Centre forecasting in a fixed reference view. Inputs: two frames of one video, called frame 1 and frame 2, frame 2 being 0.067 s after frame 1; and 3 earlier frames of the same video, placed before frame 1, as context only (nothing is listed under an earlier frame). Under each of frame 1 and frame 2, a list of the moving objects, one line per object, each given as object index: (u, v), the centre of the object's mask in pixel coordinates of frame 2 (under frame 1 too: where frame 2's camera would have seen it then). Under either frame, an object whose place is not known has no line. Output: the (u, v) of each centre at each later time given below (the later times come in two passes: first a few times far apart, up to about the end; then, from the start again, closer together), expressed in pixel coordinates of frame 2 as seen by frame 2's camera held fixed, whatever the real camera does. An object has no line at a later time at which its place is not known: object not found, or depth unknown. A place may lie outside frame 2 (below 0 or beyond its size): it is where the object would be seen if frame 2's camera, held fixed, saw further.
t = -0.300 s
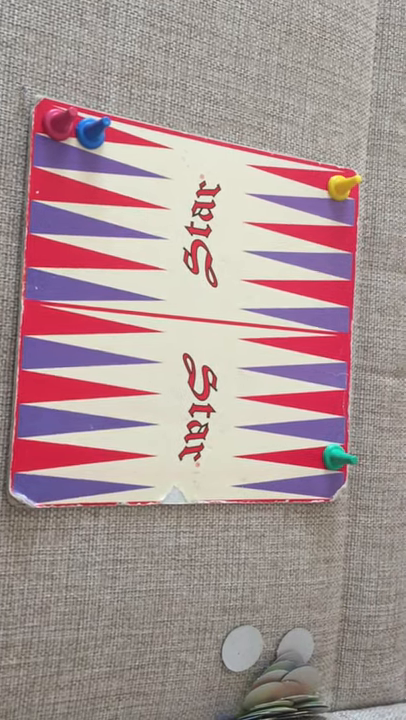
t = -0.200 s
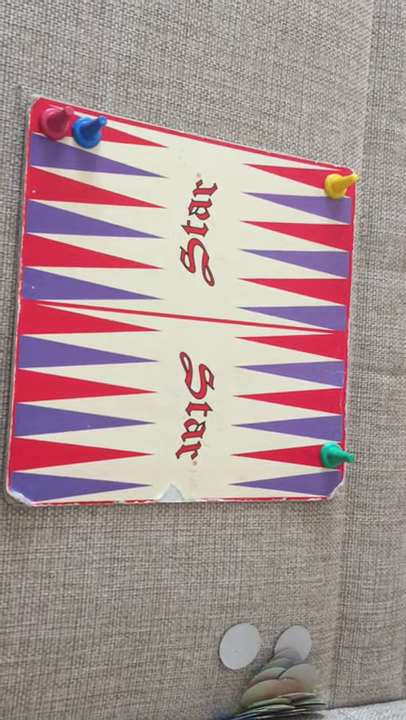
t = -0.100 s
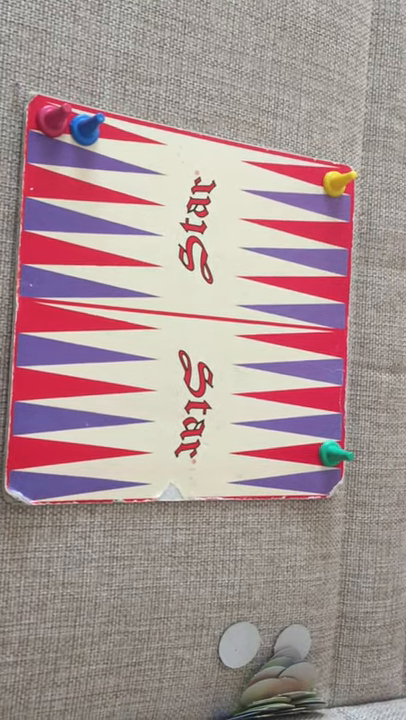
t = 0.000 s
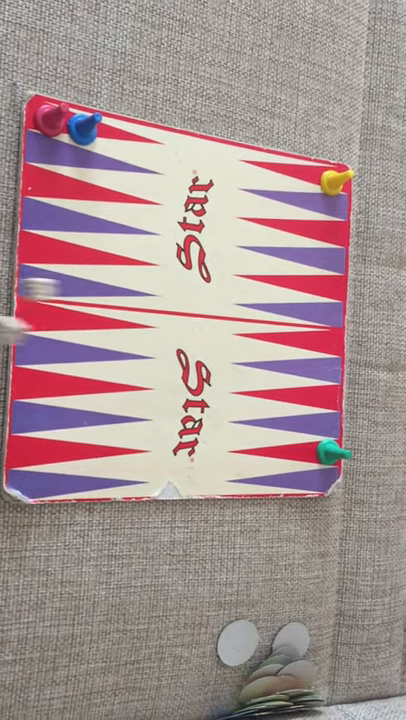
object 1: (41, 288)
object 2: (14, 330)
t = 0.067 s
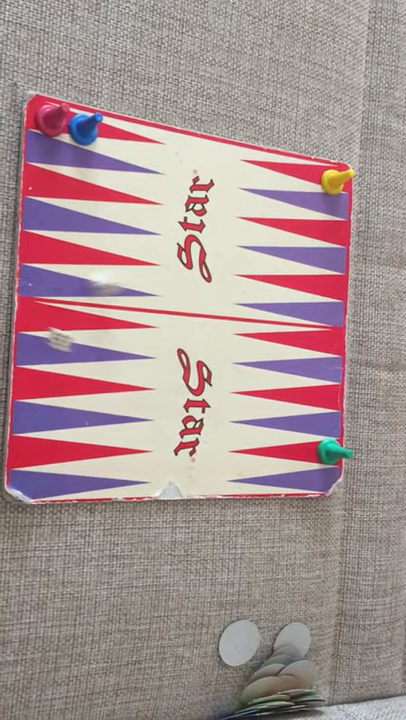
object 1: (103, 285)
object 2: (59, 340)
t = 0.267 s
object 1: (290, 268)
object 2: (239, 317)
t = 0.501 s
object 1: (338, 279)
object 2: (323, 343)
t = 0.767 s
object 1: (337, 278)
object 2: (324, 345)
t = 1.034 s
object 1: (338, 279)
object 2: (324, 345)
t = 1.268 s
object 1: (338, 278)
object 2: (325, 345)
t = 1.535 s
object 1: (337, 279)
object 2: (324, 346)
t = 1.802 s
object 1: (337, 279)
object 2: (324, 346)
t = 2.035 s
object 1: (337, 278)
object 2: (324, 345)
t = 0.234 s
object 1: (264, 269)
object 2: (218, 317)
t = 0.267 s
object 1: (290, 268)
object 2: (239, 317)
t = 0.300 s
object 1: (309, 269)
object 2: (262, 318)
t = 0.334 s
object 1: (324, 271)
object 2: (279, 320)
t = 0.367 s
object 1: (333, 273)
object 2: (294, 322)
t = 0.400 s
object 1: (337, 276)
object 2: (307, 326)
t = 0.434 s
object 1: (338, 278)
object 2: (316, 332)
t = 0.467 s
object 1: (338, 279)
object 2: (321, 338)
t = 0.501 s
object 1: (338, 279)
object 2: (323, 343)
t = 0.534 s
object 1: (337, 279)
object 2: (324, 345)
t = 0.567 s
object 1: (338, 278)
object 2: (324, 345)
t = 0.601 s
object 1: (337, 279)
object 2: (324, 345)
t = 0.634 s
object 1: (337, 278)
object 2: (324, 345)
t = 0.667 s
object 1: (338, 278)
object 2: (324, 345)
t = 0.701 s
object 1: (338, 278)
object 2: (324, 345)
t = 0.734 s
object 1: (337, 278)
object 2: (324, 346)
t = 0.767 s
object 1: (337, 278)
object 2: (324, 345)
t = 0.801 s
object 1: (338, 278)
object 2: (324, 345)
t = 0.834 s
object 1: (338, 278)
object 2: (324, 345)
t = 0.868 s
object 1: (337, 279)
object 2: (324, 345)
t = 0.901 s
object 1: (338, 278)
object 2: (324, 345)
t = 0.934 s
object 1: (337, 278)
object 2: (324, 345)
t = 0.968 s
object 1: (338, 278)
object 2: (324, 345)
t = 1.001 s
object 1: (338, 279)
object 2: (324, 345)
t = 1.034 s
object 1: (338, 279)
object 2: (324, 345)
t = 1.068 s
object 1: (338, 279)
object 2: (325, 345)
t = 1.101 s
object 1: (338, 279)
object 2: (324, 346)
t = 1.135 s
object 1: (338, 278)
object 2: (325, 345)
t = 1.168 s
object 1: (338, 279)
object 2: (324, 346)
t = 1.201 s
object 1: (338, 279)
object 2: (324, 345)
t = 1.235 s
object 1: (337, 279)
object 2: (324, 345)
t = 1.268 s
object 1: (338, 278)
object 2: (325, 345)
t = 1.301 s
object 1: (338, 278)
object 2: (325, 346)
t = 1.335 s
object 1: (337, 279)
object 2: (324, 346)
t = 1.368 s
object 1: (337, 279)
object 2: (324, 346)
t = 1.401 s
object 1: (337, 279)
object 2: (324, 346)
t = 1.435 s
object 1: (337, 279)
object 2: (324, 346)
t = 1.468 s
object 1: (337, 279)
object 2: (324, 346)
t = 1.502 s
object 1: (337, 279)
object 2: (324, 346)
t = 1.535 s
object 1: (337, 279)
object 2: (324, 346)
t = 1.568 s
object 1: (337, 279)
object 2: (324, 346)
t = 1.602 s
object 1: (337, 279)
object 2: (324, 346)
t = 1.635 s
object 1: (337, 279)
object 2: (324, 346)
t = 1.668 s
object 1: (337, 279)
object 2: (324, 346)
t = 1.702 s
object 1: (337, 278)
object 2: (324, 345)
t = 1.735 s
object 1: (337, 279)
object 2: (324, 346)
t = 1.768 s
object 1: (338, 279)
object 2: (324, 346)
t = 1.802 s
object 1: (337, 279)
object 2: (324, 346)
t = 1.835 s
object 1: (337, 279)
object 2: (324, 346)
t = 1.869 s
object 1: (337, 279)
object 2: (324, 346)
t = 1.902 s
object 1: (337, 279)
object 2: (324, 346)
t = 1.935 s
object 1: (337, 279)
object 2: (324, 345)
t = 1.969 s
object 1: (338, 278)
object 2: (324, 345)
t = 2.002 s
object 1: (338, 279)
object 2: (324, 346)
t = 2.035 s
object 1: (337, 278)
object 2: (324, 345)
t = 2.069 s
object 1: (337, 278)
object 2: (324, 345)
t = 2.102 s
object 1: (337, 279)
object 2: (324, 345)
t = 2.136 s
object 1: (337, 279)
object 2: (324, 345)
